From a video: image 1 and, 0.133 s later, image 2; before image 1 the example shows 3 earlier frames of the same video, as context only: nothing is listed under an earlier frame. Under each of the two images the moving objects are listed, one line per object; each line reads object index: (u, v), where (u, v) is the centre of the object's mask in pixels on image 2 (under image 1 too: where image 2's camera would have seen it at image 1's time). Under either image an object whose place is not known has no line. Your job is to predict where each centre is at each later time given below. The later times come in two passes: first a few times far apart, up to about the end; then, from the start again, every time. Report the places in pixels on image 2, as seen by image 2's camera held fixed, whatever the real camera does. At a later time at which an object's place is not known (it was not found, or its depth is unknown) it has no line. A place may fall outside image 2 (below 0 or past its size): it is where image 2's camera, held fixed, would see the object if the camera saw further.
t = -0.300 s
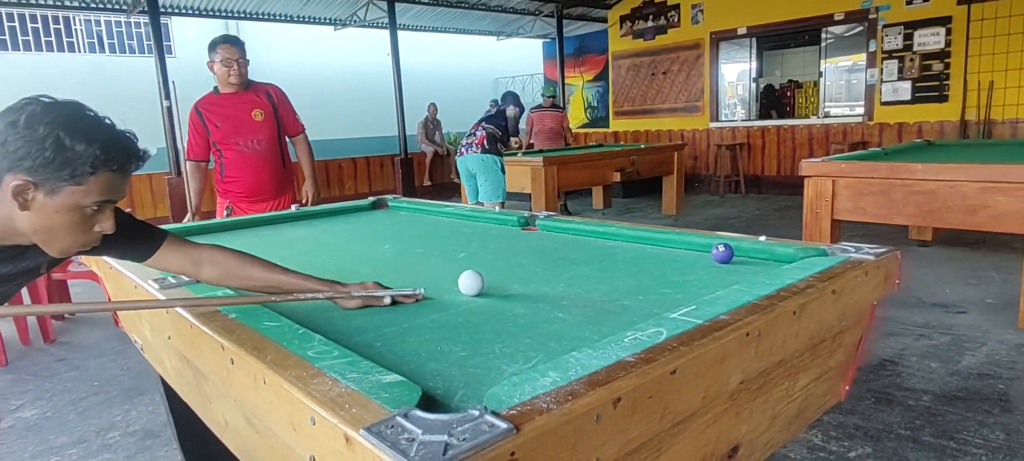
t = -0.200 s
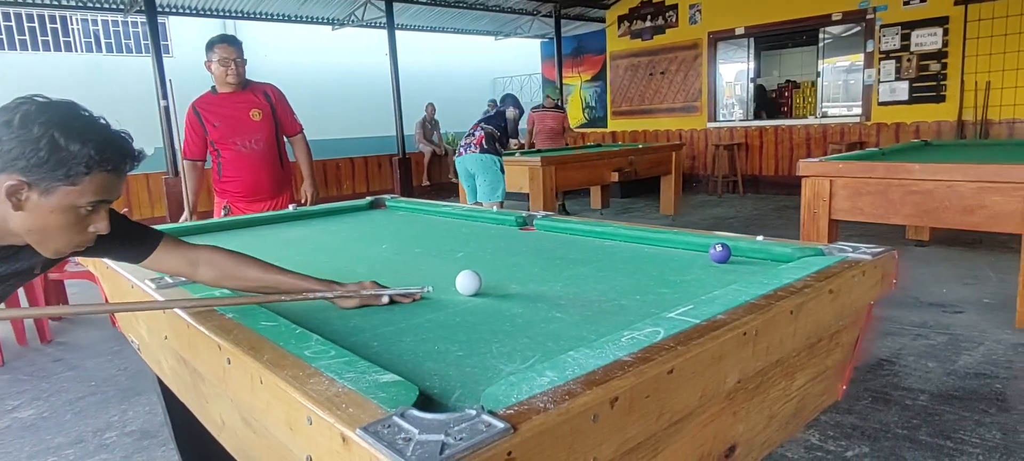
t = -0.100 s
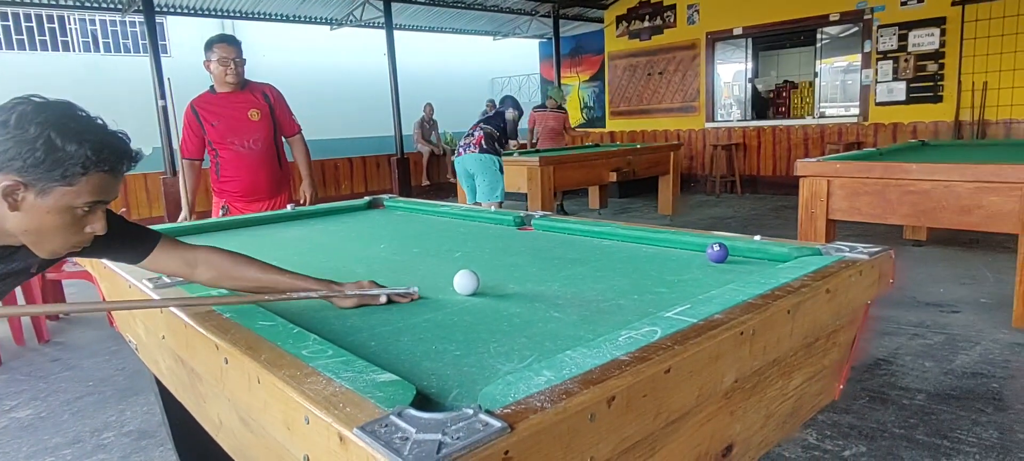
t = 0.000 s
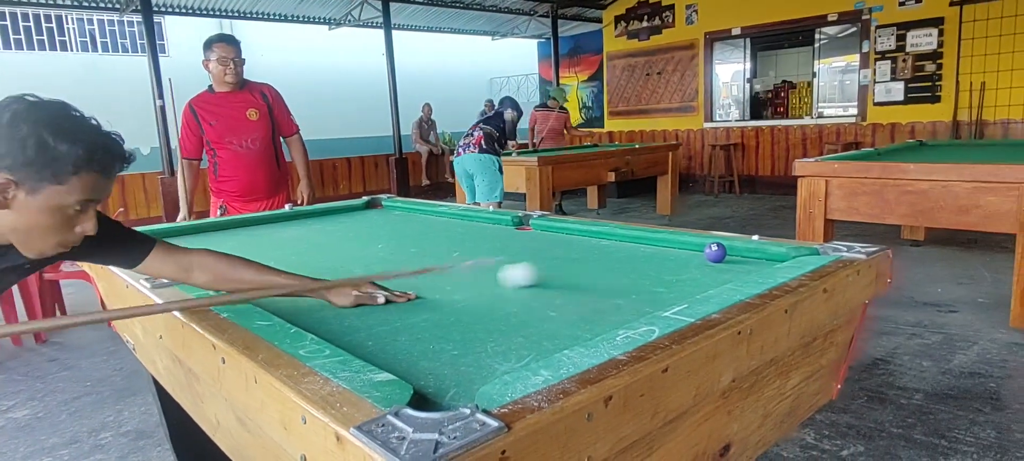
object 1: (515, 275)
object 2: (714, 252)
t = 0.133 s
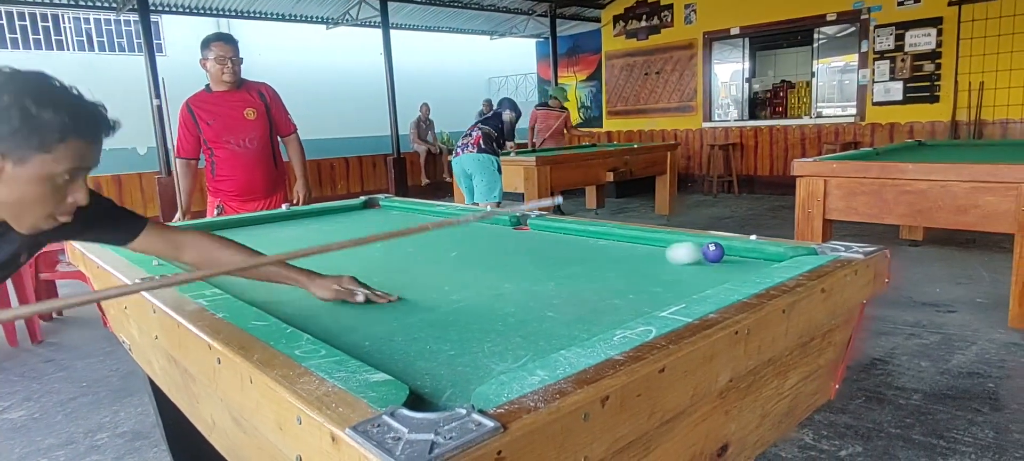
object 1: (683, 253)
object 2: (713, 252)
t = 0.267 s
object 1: (681, 247)
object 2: (754, 264)
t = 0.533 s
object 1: (612, 254)
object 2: (627, 284)
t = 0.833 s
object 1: (537, 261)
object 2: (446, 299)
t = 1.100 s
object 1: (471, 267)
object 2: (281, 311)
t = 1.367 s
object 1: (409, 273)
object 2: (328, 282)
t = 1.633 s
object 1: (348, 278)
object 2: (366, 259)
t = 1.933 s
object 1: (284, 284)
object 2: (397, 240)
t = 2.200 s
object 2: (419, 228)
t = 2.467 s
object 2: (436, 219)
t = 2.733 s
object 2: (431, 215)
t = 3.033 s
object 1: (292, 268)
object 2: (394, 217)
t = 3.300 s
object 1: (305, 265)
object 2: (365, 220)
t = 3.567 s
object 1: (317, 261)
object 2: (336, 222)
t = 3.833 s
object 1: (326, 258)
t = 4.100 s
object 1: (332, 256)
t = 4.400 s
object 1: (337, 255)
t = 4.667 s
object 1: (338, 254)
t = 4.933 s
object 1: (338, 255)
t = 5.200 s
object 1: (338, 254)
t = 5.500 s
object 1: (338, 255)
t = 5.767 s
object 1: (338, 254)
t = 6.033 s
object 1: (338, 254)
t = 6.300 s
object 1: (338, 254)
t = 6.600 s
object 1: (338, 254)
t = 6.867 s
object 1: (338, 254)
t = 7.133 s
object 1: (338, 254)
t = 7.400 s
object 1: (338, 254)
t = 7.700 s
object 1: (338, 254)
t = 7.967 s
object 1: (338, 254)
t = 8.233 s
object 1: (338, 254)
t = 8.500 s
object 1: (338, 254)
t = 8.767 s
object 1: (338, 254)
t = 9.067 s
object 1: (338, 254)
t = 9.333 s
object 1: (338, 254)
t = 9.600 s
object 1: (338, 254)
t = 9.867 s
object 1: (338, 254)
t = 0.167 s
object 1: (693, 248)
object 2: (742, 251)
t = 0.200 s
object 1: (696, 246)
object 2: (745, 253)
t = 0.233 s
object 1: (693, 245)
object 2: (750, 260)
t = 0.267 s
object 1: (681, 247)
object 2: (754, 264)
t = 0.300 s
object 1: (671, 248)
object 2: (757, 265)
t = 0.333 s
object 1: (662, 248)
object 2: (741, 269)
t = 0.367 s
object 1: (654, 249)
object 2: (722, 273)
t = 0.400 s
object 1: (646, 250)
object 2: (704, 277)
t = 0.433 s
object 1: (637, 251)
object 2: (685, 278)
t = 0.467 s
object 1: (629, 252)
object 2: (665, 280)
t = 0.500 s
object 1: (620, 253)
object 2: (646, 282)
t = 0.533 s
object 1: (612, 254)
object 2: (627, 284)
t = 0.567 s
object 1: (603, 254)
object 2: (607, 285)
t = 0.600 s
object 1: (595, 255)
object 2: (587, 287)
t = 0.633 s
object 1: (587, 256)
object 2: (568, 289)
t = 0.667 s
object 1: (578, 257)
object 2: (548, 290)
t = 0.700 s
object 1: (570, 258)
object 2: (529, 292)
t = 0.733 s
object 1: (562, 258)
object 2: (507, 294)
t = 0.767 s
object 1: (553, 259)
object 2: (488, 296)
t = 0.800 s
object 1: (545, 260)
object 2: (467, 298)
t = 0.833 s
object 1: (537, 261)
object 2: (446, 299)
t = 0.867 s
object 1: (528, 261)
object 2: (427, 301)
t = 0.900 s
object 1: (520, 262)
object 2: (406, 303)
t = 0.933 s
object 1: (512, 263)
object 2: (384, 305)
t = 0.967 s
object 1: (504, 264)
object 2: (364, 307)
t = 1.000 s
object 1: (495, 265)
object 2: (343, 308)
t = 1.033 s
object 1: (488, 265)
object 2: (322, 310)
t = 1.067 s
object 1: (479, 266)
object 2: (301, 312)
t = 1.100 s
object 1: (471, 267)
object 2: (281, 311)
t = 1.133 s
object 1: (463, 268)
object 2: (281, 308)
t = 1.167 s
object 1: (455, 268)
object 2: (289, 305)
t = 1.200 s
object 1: (447, 269)
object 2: (296, 301)
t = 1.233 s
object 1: (440, 270)
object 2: (303, 297)
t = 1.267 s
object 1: (432, 271)
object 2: (310, 293)
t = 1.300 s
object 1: (424, 271)
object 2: (316, 289)
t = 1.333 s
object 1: (416, 272)
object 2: (322, 285)
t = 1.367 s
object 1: (409, 273)
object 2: (328, 282)
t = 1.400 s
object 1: (401, 273)
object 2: (333, 279)
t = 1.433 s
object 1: (393, 274)
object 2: (339, 276)
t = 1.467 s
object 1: (386, 275)
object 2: (344, 272)
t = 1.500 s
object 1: (378, 276)
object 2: (348, 269)
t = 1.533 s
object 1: (370, 276)
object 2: (352, 266)
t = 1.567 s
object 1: (363, 277)
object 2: (357, 261)
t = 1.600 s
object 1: (355, 278)
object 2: (362, 260)
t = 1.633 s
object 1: (348, 278)
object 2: (366, 259)
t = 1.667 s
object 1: (341, 279)
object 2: (370, 257)
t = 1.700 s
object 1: (333, 280)
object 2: (374, 254)
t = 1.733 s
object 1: (326, 280)
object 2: (377, 252)
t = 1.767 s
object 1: (319, 281)
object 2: (381, 250)
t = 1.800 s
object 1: (312, 282)
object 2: (385, 248)
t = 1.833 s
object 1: (305, 282)
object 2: (388, 246)
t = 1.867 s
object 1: (298, 283)
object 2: (391, 244)
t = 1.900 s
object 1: (291, 284)
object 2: (394, 242)
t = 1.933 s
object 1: (284, 284)
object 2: (397, 240)
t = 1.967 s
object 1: (277, 285)
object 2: (400, 239)
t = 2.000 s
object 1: (270, 286)
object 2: (403, 237)
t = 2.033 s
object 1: (263, 286)
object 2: (406, 236)
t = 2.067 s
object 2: (408, 234)
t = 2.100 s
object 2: (411, 233)
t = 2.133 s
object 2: (413, 231)
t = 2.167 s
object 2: (416, 230)
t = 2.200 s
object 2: (419, 228)
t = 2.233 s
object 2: (421, 227)
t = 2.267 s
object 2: (423, 226)
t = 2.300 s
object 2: (425, 224)
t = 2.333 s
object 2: (427, 223)
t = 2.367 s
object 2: (429, 222)
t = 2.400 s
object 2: (432, 221)
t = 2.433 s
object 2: (434, 220)
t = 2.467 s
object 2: (436, 219)
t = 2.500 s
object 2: (438, 218)
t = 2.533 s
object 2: (439, 217)
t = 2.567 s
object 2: (441, 216)
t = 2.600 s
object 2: (443, 215)
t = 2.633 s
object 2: (444, 214)
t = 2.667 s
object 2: (440, 214)
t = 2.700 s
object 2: (435, 215)
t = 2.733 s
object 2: (431, 215)
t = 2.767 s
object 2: (427, 215)
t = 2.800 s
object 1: (276, 273)
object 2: (423, 215)
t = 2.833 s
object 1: (279, 273)
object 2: (419, 216)
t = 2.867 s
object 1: (281, 272)
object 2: (414, 216)
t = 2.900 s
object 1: (283, 271)
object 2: (410, 216)
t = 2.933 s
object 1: (285, 271)
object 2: (406, 217)
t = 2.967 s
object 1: (287, 270)
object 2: (402, 217)
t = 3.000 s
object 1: (289, 269)
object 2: (398, 217)
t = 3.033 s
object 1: (292, 268)
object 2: (394, 217)
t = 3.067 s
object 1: (293, 268)
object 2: (390, 217)
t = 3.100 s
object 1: (295, 267)
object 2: (387, 218)
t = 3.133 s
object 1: (297, 267)
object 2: (383, 218)
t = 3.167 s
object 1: (299, 266)
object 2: (379, 218)
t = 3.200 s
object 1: (300, 266)
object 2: (375, 219)
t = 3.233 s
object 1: (301, 265)
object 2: (372, 219)
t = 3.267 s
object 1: (303, 265)
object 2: (368, 219)
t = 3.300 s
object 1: (305, 265)
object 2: (365, 220)
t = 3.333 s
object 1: (307, 264)
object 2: (361, 220)
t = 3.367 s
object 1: (309, 263)
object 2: (357, 220)
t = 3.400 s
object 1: (310, 263)
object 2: (353, 221)
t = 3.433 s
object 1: (312, 262)
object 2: (350, 221)
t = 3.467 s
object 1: (313, 262)
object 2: (347, 221)
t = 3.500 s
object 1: (314, 262)
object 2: (343, 221)
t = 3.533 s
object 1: (316, 261)
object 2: (340, 222)
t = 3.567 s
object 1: (317, 261)
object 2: (336, 222)
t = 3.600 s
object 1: (318, 260)
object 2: (333, 222)
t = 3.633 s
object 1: (319, 260)
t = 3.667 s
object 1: (321, 260)
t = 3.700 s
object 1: (322, 260)
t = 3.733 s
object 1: (323, 259)
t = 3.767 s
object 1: (324, 259)
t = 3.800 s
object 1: (325, 259)
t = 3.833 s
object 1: (326, 258)
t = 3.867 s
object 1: (326, 258)
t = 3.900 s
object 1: (327, 258)
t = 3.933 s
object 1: (328, 257)
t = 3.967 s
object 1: (329, 257)
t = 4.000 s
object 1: (330, 257)
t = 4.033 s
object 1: (331, 257)
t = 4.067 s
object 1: (331, 257)
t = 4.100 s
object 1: (332, 256)
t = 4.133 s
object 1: (333, 256)
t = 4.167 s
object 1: (333, 256)
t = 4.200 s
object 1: (334, 256)
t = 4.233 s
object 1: (334, 256)
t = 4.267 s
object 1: (335, 256)
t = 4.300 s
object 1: (336, 255)
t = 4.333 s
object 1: (336, 255)
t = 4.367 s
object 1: (336, 255)
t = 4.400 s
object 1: (337, 255)
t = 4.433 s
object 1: (337, 255)
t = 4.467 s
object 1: (337, 255)
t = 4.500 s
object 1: (337, 255)
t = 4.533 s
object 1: (338, 255)
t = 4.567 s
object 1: (338, 255)
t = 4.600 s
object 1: (338, 255)
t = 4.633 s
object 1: (338, 255)
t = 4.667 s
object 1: (338, 254)
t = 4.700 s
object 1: (338, 255)
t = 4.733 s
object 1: (339, 254)
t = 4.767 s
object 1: (338, 255)
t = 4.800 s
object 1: (339, 254)
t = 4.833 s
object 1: (338, 254)
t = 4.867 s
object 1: (338, 254)
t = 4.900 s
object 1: (338, 255)
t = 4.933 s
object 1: (338, 255)
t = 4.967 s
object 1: (338, 254)
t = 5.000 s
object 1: (338, 254)
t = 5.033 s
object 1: (338, 254)
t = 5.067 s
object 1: (338, 255)
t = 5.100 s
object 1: (338, 255)
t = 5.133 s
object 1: (338, 255)
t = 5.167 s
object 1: (338, 255)
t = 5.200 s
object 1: (338, 254)
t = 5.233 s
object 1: (338, 255)
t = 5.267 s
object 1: (338, 255)
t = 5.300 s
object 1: (338, 255)
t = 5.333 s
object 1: (338, 255)
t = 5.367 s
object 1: (338, 255)
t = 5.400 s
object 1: (338, 255)
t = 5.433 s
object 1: (338, 255)
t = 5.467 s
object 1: (338, 255)
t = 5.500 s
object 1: (338, 255)
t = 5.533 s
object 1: (338, 255)
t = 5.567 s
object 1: (338, 255)
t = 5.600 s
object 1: (338, 255)
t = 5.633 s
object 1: (338, 255)
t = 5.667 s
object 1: (338, 255)
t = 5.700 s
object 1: (338, 255)
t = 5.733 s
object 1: (338, 255)
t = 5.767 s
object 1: (338, 254)
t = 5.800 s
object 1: (338, 255)
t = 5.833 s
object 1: (338, 255)
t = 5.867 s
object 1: (338, 254)
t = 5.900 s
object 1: (338, 255)
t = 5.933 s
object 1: (338, 255)
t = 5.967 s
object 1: (338, 255)
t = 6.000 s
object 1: (338, 254)
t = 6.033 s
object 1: (338, 254)
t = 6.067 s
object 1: (338, 254)
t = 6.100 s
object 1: (338, 254)
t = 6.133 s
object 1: (338, 254)
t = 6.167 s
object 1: (338, 254)
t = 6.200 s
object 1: (338, 254)
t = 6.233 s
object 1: (338, 254)
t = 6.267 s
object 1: (338, 254)
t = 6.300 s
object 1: (338, 254)
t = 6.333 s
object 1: (338, 254)
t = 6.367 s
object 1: (338, 254)
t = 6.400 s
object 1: (338, 254)
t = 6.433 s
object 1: (338, 255)
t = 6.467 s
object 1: (338, 254)
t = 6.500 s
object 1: (338, 254)
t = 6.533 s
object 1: (338, 254)
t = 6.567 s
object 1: (338, 255)
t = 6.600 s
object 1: (338, 254)
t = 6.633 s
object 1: (338, 254)
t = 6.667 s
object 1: (338, 254)
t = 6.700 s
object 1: (338, 254)
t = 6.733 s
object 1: (338, 254)
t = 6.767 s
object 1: (338, 254)
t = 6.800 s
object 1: (338, 254)
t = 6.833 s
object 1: (338, 254)
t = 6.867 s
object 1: (338, 254)
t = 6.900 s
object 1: (338, 254)
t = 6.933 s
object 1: (338, 254)
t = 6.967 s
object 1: (338, 254)
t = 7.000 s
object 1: (338, 254)
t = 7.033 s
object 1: (338, 254)
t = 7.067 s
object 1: (338, 254)
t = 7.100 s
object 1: (338, 254)
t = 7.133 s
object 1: (338, 254)
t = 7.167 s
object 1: (338, 254)
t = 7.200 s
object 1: (338, 254)
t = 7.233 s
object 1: (338, 254)
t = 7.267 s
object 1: (338, 254)
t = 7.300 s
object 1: (338, 254)
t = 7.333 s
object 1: (338, 254)
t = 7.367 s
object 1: (338, 254)
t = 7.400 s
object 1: (338, 254)
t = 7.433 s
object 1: (338, 254)
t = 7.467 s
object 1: (338, 254)
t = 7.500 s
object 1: (338, 255)
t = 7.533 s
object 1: (338, 254)
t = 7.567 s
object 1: (338, 254)
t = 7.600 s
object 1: (338, 254)
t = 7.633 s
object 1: (338, 254)
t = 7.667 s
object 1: (338, 254)
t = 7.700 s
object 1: (338, 254)
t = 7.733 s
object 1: (338, 254)
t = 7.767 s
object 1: (338, 254)
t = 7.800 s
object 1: (338, 254)
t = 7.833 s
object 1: (338, 254)
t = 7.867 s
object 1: (338, 254)
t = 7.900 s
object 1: (338, 254)
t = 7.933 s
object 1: (338, 254)
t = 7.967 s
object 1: (338, 254)
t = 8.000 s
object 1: (338, 254)
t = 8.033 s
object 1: (338, 254)
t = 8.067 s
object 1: (338, 254)
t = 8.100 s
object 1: (338, 254)
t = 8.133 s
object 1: (338, 254)
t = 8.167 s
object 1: (338, 254)
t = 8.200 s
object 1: (338, 254)
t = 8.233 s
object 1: (338, 254)
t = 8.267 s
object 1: (338, 254)
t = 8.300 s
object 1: (338, 254)
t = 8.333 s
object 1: (338, 254)
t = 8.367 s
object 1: (338, 254)
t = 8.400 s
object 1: (338, 254)
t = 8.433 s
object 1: (338, 254)
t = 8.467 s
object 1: (338, 255)
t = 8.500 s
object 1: (338, 254)
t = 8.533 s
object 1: (338, 254)
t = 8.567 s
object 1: (338, 254)
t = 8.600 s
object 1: (338, 254)
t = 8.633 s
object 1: (338, 254)
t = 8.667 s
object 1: (338, 254)
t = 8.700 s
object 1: (338, 254)
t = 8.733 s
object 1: (338, 254)
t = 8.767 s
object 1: (338, 254)
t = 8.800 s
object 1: (338, 254)
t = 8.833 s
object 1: (338, 254)
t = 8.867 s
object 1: (338, 254)
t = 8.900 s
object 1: (338, 254)
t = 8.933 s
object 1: (338, 254)
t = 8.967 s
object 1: (338, 254)
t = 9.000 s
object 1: (338, 254)
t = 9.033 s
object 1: (338, 254)
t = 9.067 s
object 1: (338, 254)
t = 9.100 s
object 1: (338, 254)
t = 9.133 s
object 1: (338, 254)
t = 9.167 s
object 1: (338, 254)
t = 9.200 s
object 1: (338, 254)
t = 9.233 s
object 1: (338, 254)
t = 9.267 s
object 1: (338, 254)
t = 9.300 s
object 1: (338, 254)
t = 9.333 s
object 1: (338, 254)
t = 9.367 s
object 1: (338, 254)
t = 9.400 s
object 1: (338, 254)
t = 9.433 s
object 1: (338, 254)
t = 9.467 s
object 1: (338, 254)
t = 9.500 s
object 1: (338, 254)
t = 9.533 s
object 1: (338, 254)
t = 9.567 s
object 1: (338, 254)
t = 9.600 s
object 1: (338, 254)
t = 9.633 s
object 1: (338, 254)
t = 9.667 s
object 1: (338, 254)
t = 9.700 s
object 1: (338, 254)
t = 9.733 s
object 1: (338, 254)
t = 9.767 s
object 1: (338, 254)
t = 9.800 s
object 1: (338, 254)
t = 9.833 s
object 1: (338, 254)
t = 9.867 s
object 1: (338, 254)
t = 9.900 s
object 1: (338, 254)
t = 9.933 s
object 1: (338, 254)
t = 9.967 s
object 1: (338, 254)
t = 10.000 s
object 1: (338, 254)
